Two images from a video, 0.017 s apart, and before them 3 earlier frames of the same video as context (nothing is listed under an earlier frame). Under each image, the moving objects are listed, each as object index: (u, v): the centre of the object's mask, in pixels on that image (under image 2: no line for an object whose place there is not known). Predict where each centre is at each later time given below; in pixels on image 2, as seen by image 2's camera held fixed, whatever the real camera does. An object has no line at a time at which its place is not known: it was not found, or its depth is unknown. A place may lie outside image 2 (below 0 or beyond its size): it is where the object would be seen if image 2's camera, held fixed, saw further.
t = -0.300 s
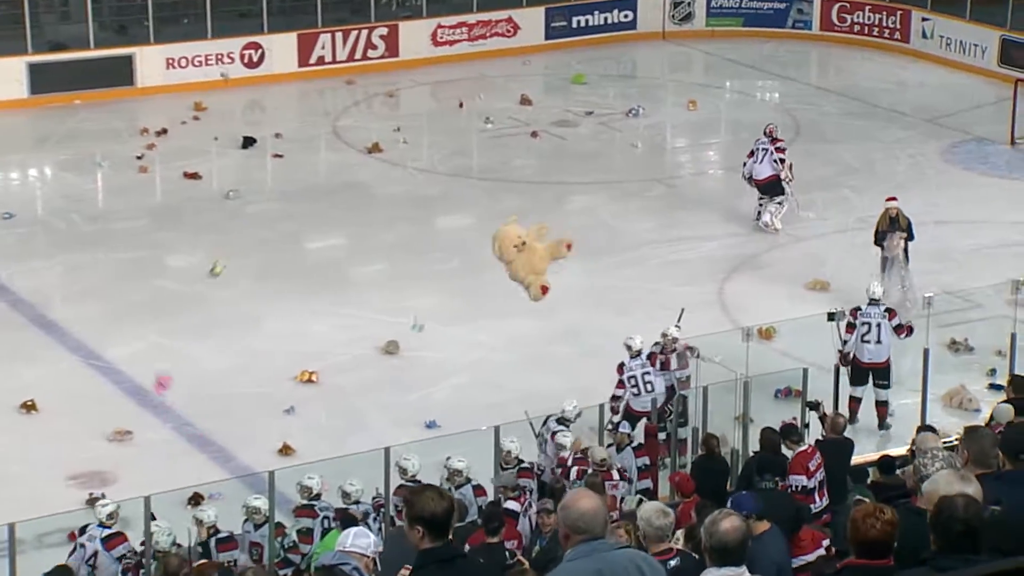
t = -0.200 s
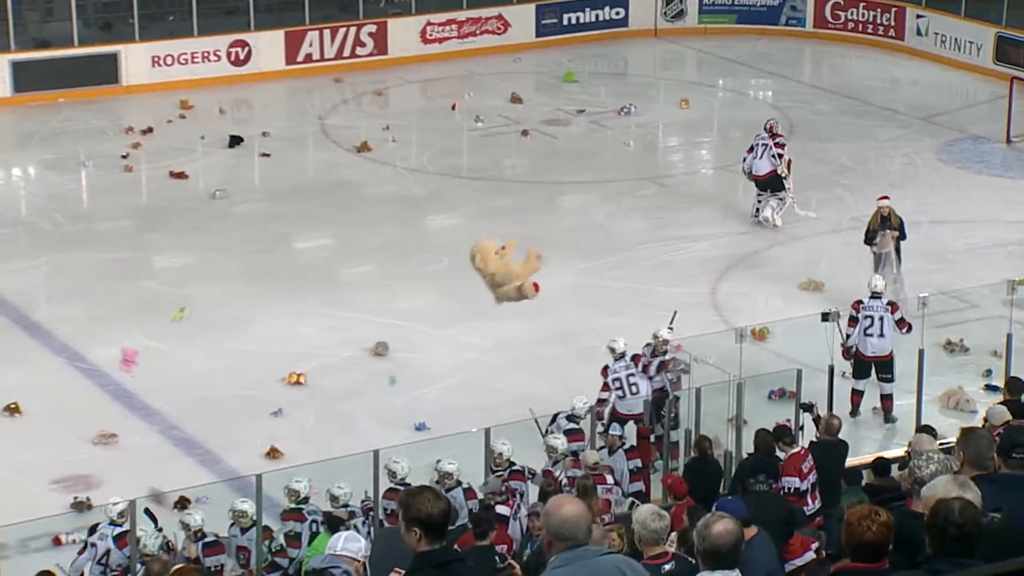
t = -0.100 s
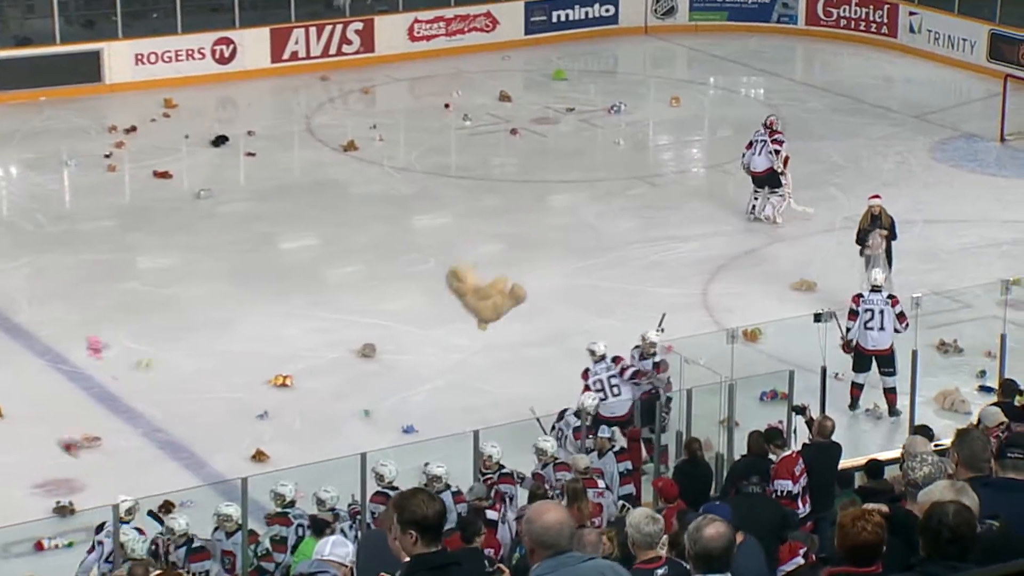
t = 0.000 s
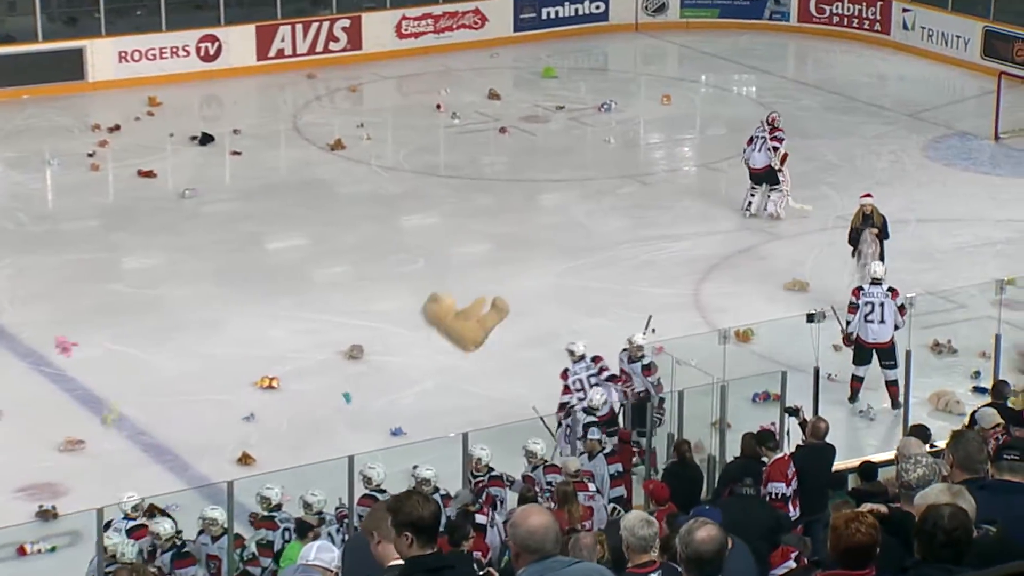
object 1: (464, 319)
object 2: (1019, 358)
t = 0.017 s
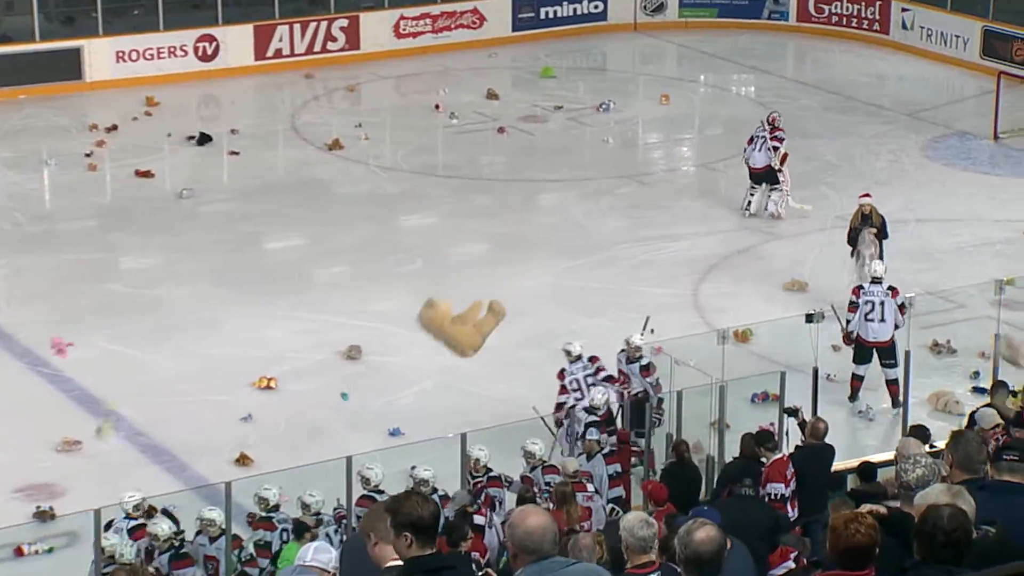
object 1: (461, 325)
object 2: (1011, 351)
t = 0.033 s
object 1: (459, 330)
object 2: (994, 339)
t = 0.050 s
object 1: (457, 335)
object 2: (978, 327)
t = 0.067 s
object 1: (455, 341)
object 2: (964, 318)
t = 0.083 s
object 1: (453, 347)
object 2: (951, 309)
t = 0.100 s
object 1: (451, 353)
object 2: (937, 300)
